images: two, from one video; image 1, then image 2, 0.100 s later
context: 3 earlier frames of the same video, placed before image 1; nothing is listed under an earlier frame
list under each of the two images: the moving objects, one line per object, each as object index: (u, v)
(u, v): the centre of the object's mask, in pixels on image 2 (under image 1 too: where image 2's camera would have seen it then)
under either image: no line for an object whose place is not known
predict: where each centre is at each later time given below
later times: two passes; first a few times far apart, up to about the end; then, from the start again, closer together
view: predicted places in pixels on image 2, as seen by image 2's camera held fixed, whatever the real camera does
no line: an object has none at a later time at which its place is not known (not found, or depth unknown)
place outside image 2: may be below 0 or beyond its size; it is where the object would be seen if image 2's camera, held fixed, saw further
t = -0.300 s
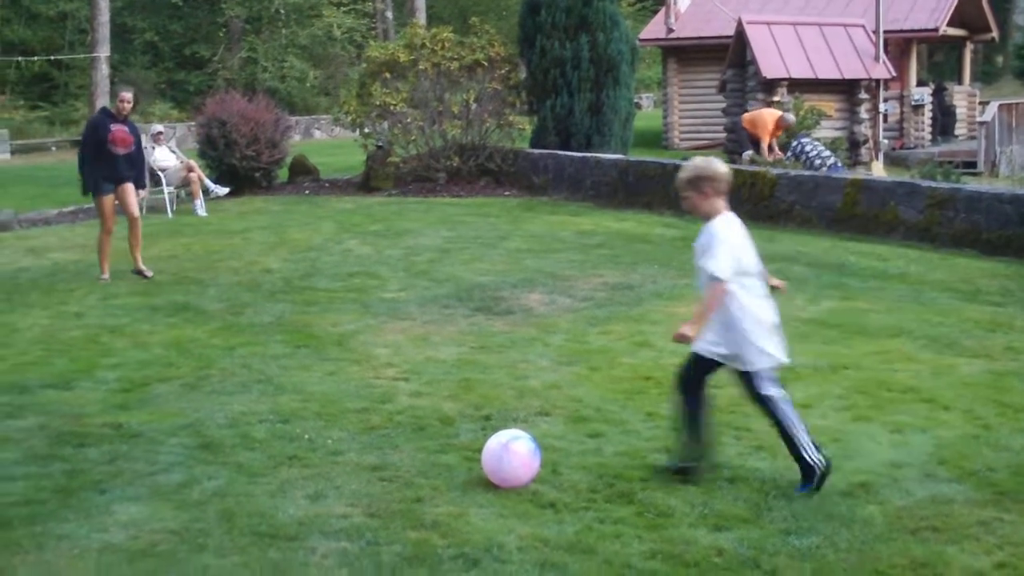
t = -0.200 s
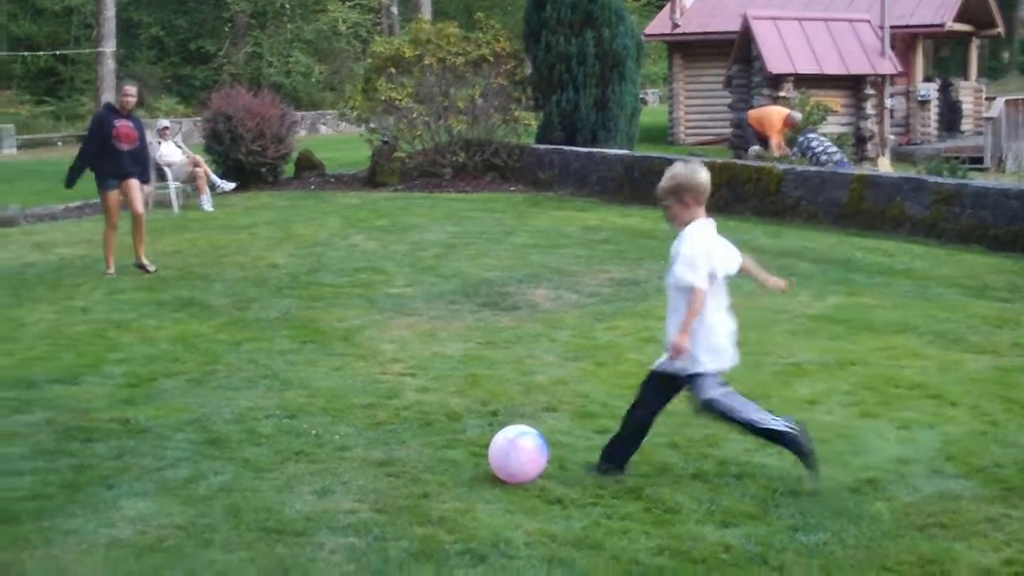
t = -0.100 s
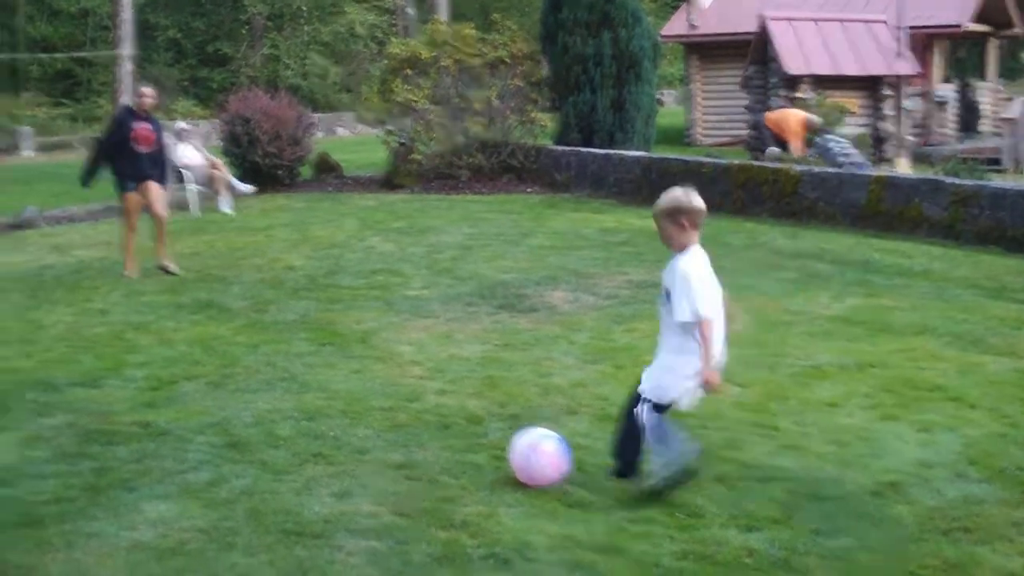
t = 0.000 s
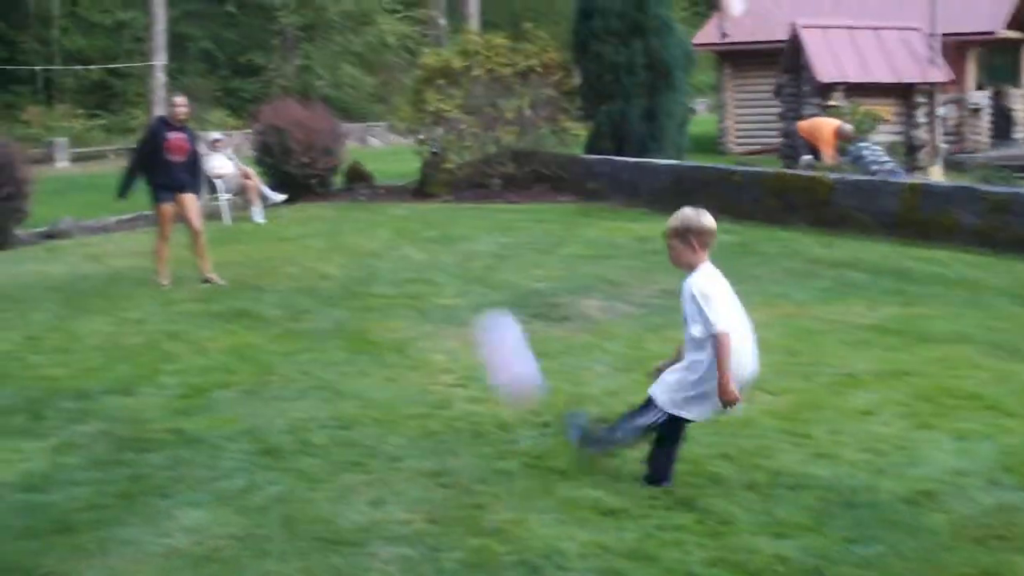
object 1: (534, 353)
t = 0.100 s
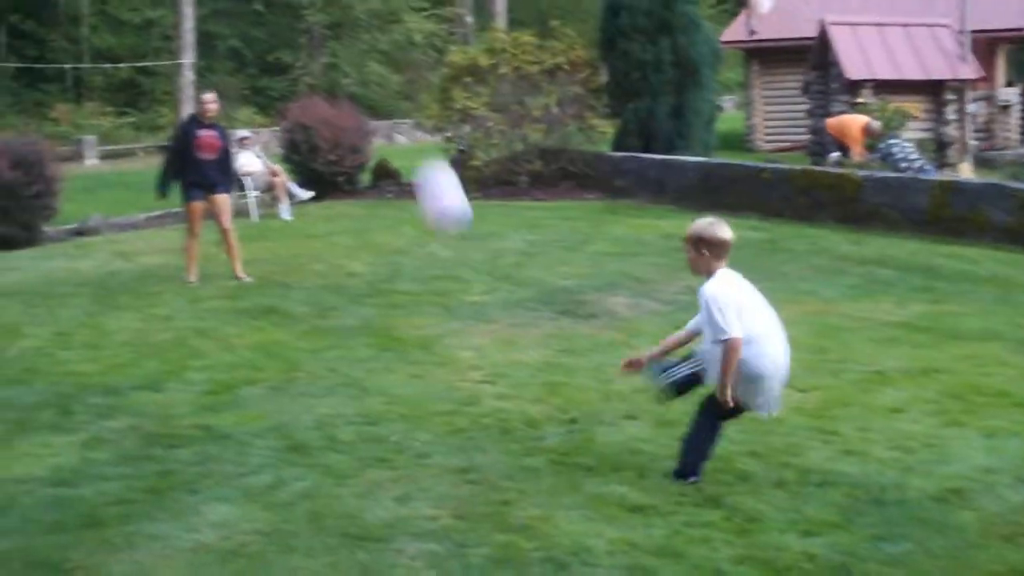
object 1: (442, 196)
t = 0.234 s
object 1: (363, 89)
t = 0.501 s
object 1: (242, 35)
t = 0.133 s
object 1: (419, 162)
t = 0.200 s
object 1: (379, 108)
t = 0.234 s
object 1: (363, 89)
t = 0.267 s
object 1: (346, 74)
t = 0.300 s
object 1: (329, 61)
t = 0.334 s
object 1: (313, 52)
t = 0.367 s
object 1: (298, 45)
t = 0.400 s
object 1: (283, 39)
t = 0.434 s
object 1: (269, 36)
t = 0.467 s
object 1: (255, 35)
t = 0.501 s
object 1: (242, 35)
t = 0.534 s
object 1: (229, 38)
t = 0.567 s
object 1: (216, 42)
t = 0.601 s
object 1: (205, 47)
